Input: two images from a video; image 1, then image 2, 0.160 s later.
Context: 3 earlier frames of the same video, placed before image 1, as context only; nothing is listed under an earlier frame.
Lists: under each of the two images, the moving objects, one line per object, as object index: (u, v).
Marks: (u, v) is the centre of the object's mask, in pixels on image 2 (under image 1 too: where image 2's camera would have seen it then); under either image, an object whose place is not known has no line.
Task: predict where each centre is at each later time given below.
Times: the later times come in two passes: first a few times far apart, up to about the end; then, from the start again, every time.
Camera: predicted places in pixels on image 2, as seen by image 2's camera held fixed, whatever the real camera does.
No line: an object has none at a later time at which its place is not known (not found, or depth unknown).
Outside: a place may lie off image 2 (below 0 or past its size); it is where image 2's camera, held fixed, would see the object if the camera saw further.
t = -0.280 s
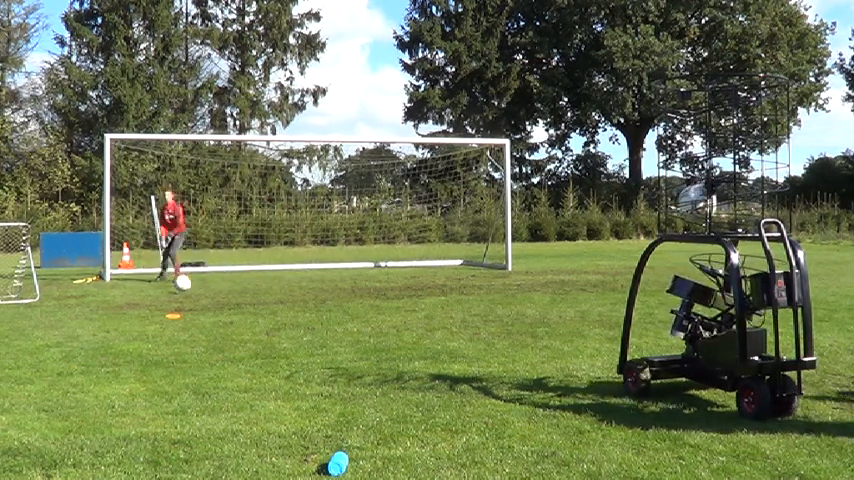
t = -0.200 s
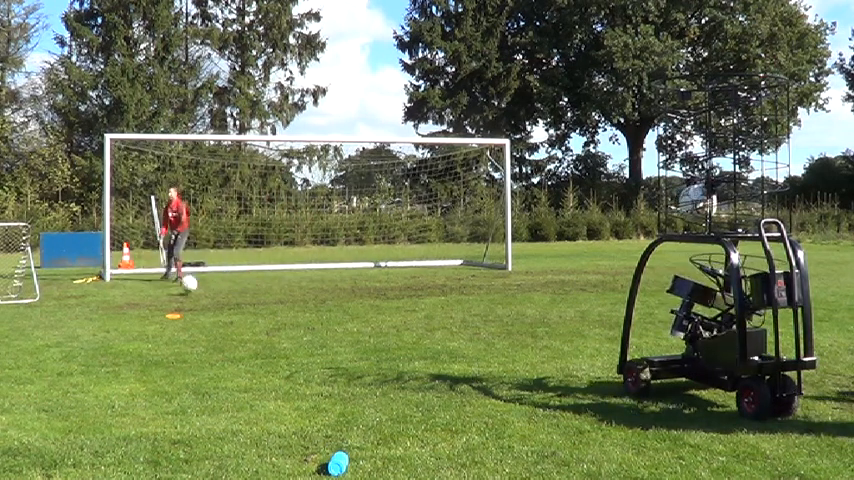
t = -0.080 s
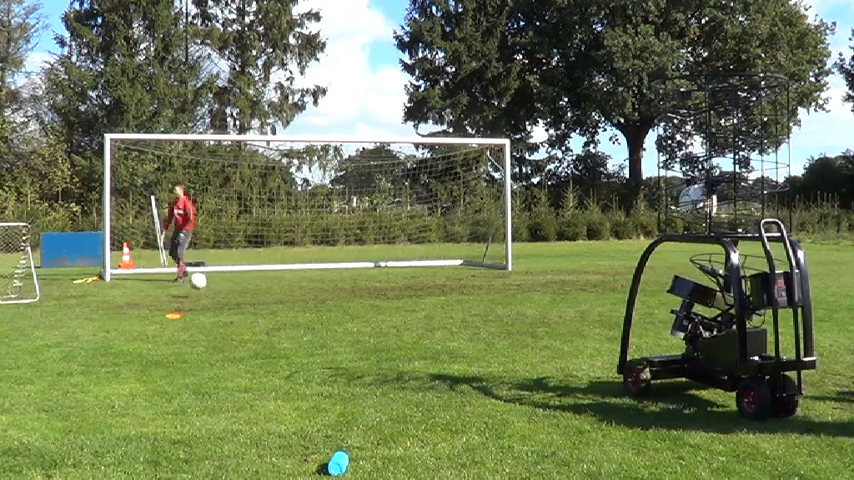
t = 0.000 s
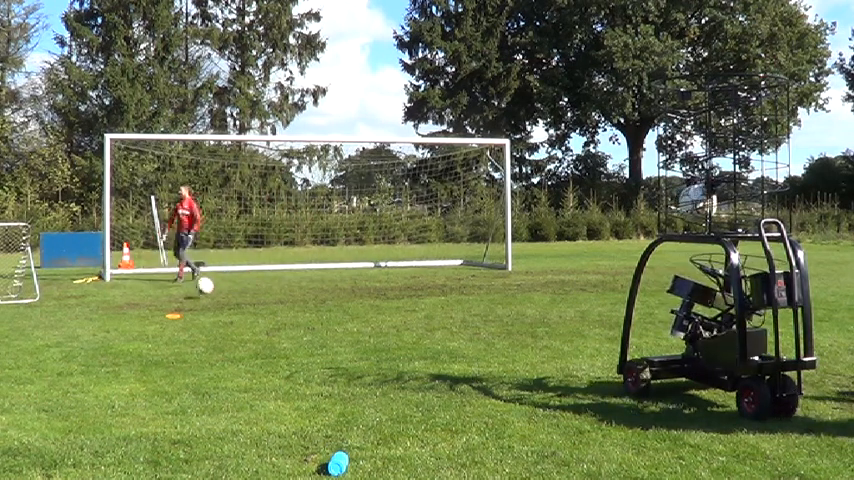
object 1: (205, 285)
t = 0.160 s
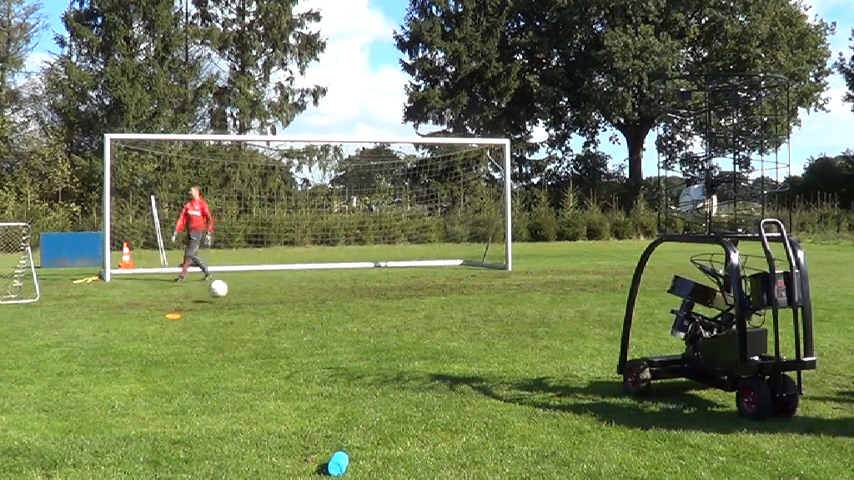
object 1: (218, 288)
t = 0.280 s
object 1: (230, 291)
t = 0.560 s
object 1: (255, 294)
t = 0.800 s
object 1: (278, 304)
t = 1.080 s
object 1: (308, 312)
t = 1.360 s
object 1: (338, 320)
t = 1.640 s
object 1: (370, 326)
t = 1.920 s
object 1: (401, 335)
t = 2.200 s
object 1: (434, 345)
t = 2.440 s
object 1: (462, 352)
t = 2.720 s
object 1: (496, 361)
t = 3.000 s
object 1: (528, 369)
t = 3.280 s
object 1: (562, 378)
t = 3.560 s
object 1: (592, 387)
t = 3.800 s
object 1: (616, 395)
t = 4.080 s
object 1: (644, 401)
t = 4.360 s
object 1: (671, 407)
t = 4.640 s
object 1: (687, 410)
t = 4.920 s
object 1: (692, 414)
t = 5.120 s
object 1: (693, 416)
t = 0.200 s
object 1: (222, 288)
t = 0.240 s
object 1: (226, 289)
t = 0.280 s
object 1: (230, 291)
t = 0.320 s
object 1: (234, 295)
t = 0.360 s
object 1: (237, 296)
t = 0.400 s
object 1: (240, 293)
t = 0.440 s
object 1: (244, 291)
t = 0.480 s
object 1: (247, 291)
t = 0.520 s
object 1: (251, 292)
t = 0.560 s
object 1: (255, 294)
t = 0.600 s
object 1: (259, 299)
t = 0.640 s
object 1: (263, 302)
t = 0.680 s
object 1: (266, 303)
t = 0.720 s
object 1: (270, 302)
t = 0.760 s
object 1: (275, 302)
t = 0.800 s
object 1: (278, 304)
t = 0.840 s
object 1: (283, 306)
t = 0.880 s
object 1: (287, 308)
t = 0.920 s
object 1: (291, 308)
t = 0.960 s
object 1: (295, 309)
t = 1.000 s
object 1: (300, 311)
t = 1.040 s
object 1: (303, 312)
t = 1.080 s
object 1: (308, 312)
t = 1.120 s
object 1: (313, 313)
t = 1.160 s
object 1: (317, 315)
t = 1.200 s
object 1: (321, 316)
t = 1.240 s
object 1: (326, 316)
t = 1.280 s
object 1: (330, 318)
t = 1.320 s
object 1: (334, 319)
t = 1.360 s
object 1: (338, 320)
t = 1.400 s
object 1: (344, 320)
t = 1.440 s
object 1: (348, 321)
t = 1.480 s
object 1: (352, 324)
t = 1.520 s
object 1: (357, 324)
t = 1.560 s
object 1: (360, 325)
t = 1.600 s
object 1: (364, 325)
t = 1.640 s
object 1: (370, 326)
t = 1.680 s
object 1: (374, 328)
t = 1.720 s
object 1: (378, 330)
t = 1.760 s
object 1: (382, 330)
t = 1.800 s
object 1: (387, 331)
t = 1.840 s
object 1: (392, 332)
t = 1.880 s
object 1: (396, 334)
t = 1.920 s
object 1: (401, 335)
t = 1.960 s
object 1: (406, 336)
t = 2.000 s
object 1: (410, 336)
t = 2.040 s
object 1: (415, 339)
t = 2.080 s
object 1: (420, 340)
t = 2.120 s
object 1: (425, 342)
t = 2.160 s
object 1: (429, 344)
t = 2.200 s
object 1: (434, 345)
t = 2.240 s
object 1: (439, 347)
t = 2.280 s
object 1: (443, 347)
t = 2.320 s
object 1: (448, 349)
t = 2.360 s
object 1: (453, 350)
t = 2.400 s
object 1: (458, 350)
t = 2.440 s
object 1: (462, 352)
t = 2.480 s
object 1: (466, 354)
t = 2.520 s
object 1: (472, 355)
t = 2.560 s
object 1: (476, 356)
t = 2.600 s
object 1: (482, 357)
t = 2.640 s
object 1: (487, 358)
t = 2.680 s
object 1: (491, 360)
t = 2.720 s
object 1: (496, 361)
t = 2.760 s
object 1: (500, 362)
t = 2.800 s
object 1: (506, 364)
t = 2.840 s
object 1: (510, 366)
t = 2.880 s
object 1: (515, 366)
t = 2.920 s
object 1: (520, 367)
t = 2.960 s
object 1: (523, 370)
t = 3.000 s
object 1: (528, 369)
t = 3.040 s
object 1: (532, 370)
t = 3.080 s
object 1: (538, 372)
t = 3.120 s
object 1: (542, 373)
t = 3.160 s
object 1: (547, 374)
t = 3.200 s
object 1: (552, 376)
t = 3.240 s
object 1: (557, 377)
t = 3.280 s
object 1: (562, 378)
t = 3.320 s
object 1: (566, 380)
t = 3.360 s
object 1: (571, 381)
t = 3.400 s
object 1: (576, 382)
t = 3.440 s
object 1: (579, 384)
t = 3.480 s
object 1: (585, 385)
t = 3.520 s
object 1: (588, 386)
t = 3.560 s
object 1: (592, 387)
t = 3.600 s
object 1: (597, 389)
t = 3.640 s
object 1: (601, 390)
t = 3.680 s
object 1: (605, 391)
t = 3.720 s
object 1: (608, 392)
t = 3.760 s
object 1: (612, 393)
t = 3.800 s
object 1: (616, 395)
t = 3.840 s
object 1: (620, 396)
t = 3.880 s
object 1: (624, 396)
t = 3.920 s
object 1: (628, 397)
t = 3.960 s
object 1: (632, 398)
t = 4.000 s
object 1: (636, 399)
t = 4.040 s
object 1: (640, 400)
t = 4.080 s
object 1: (644, 401)
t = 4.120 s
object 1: (648, 403)
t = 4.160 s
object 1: (652, 404)
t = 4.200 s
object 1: (656, 405)
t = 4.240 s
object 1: (660, 405)
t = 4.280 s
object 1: (663, 405)
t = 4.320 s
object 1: (667, 406)
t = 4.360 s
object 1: (671, 407)
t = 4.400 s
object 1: (674, 407)
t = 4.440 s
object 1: (677, 408)
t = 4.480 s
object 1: (680, 408)
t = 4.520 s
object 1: (682, 409)
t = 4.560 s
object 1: (684, 409)
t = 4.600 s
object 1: (685, 410)
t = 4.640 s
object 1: (687, 410)
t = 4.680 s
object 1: (688, 411)
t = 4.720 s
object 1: (689, 412)
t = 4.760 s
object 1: (690, 411)
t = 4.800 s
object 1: (691, 413)
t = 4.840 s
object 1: (692, 413)
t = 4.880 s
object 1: (692, 414)
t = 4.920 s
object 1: (692, 414)
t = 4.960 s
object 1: (693, 414)
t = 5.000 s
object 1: (693, 415)
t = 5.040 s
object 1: (692, 415)
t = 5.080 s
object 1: (692, 416)
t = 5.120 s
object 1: (693, 416)
